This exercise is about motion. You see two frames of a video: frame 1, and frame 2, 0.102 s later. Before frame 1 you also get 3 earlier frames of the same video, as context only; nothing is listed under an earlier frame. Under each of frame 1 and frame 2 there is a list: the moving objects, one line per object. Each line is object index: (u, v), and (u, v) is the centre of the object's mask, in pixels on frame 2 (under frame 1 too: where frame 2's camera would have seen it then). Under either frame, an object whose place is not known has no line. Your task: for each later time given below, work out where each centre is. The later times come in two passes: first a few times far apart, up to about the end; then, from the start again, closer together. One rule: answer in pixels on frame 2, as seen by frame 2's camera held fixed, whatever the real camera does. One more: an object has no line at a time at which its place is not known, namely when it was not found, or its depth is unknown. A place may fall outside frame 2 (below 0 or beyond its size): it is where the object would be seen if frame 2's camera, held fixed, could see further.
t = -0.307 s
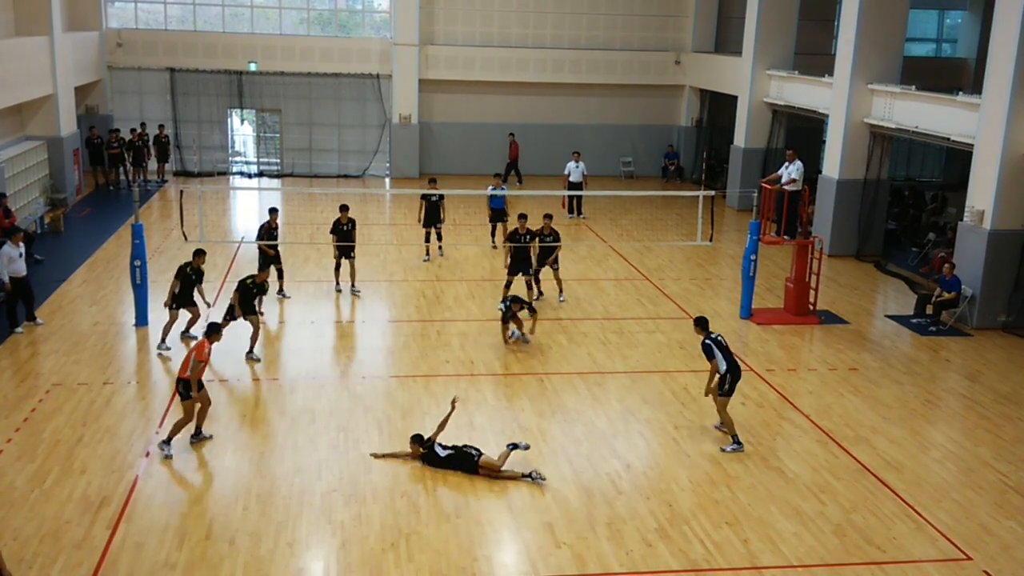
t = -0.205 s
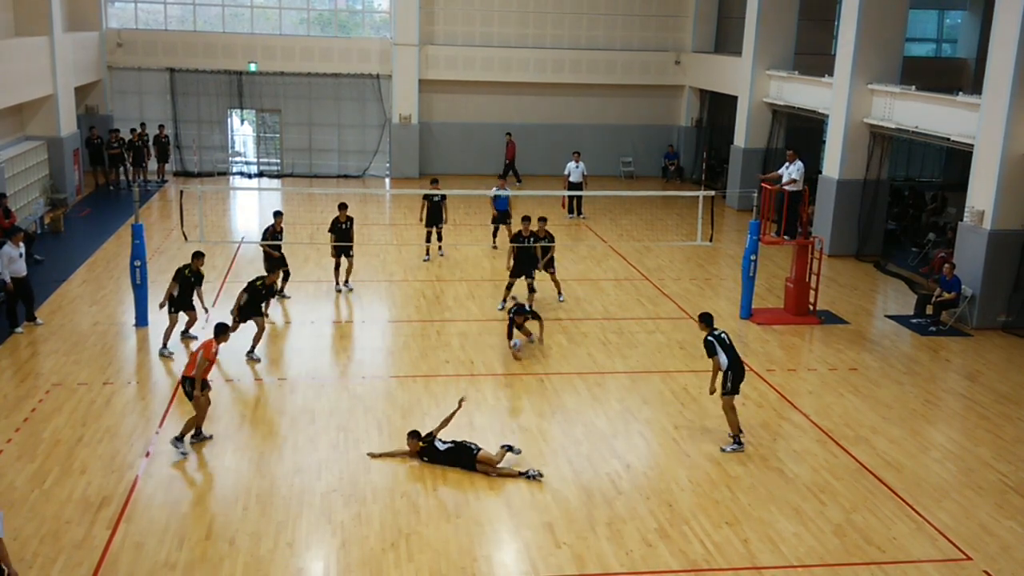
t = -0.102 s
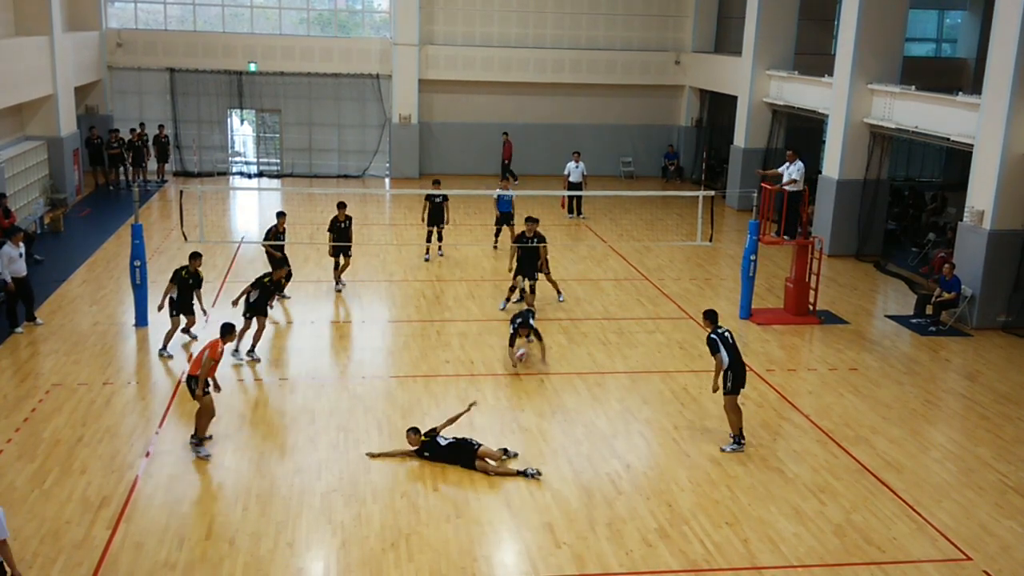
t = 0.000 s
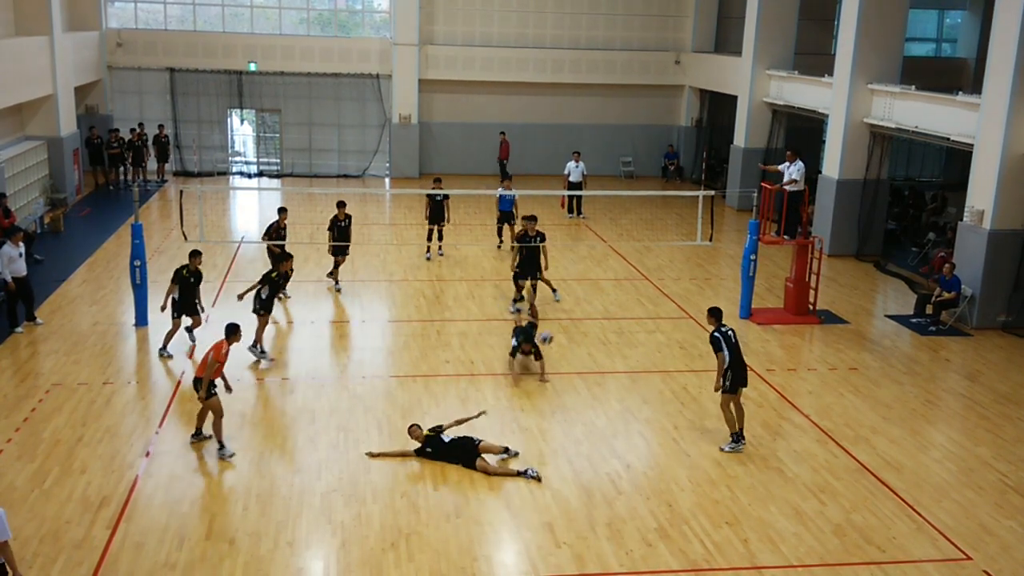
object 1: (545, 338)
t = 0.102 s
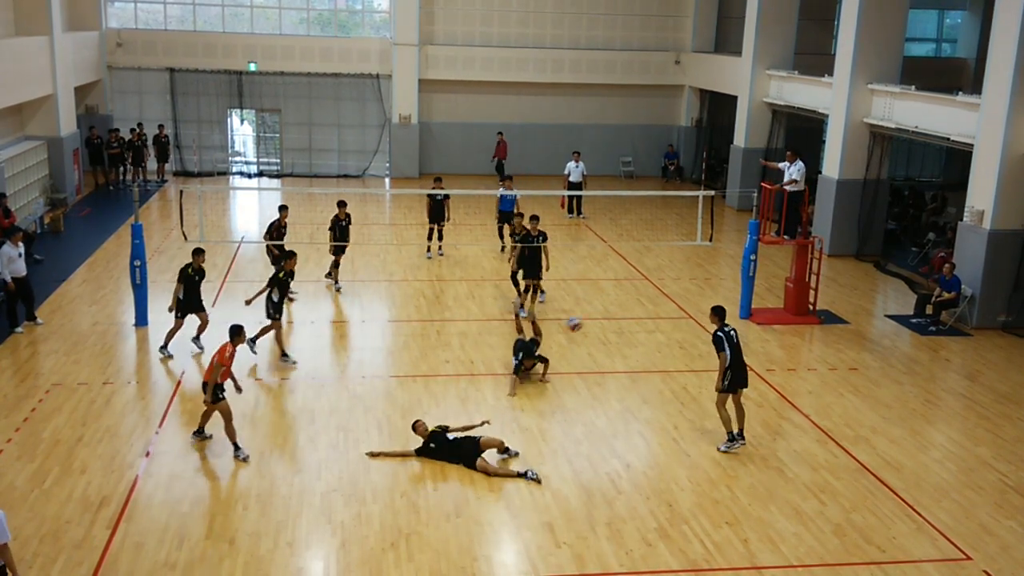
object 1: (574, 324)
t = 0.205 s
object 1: (605, 316)
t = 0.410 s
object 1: (682, 321)
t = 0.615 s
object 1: (780, 368)
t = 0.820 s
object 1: (909, 475)
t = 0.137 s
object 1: (584, 321)
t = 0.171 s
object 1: (594, 319)
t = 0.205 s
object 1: (605, 316)
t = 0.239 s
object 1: (617, 315)
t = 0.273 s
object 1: (629, 314)
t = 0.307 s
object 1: (641, 315)
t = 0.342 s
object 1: (654, 316)
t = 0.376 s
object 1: (667, 318)
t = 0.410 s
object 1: (682, 321)
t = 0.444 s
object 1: (696, 326)
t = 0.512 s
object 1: (728, 337)
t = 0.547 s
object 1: (744, 346)
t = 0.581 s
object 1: (763, 357)
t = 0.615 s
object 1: (780, 368)
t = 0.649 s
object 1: (799, 379)
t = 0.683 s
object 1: (819, 395)
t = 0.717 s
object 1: (840, 413)
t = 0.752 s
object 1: (862, 430)
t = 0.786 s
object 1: (884, 450)
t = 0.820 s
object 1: (909, 475)
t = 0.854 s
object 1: (933, 501)
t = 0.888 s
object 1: (960, 533)
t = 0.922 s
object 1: (987, 564)
